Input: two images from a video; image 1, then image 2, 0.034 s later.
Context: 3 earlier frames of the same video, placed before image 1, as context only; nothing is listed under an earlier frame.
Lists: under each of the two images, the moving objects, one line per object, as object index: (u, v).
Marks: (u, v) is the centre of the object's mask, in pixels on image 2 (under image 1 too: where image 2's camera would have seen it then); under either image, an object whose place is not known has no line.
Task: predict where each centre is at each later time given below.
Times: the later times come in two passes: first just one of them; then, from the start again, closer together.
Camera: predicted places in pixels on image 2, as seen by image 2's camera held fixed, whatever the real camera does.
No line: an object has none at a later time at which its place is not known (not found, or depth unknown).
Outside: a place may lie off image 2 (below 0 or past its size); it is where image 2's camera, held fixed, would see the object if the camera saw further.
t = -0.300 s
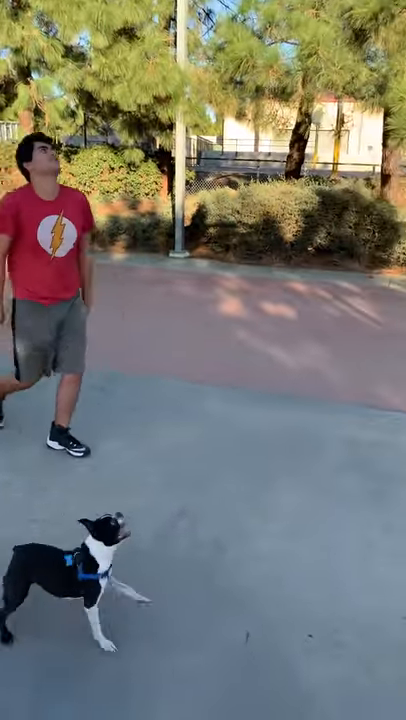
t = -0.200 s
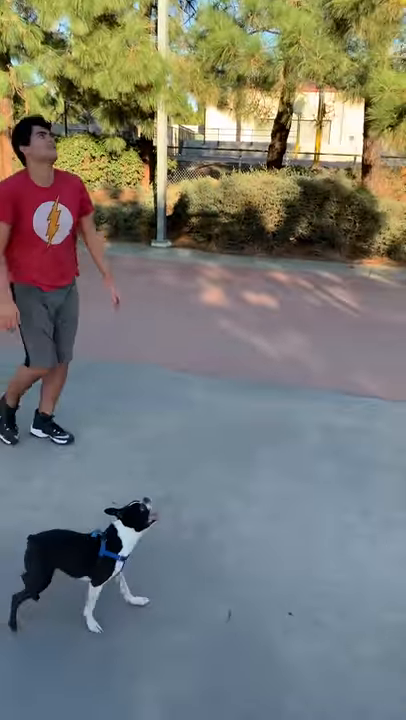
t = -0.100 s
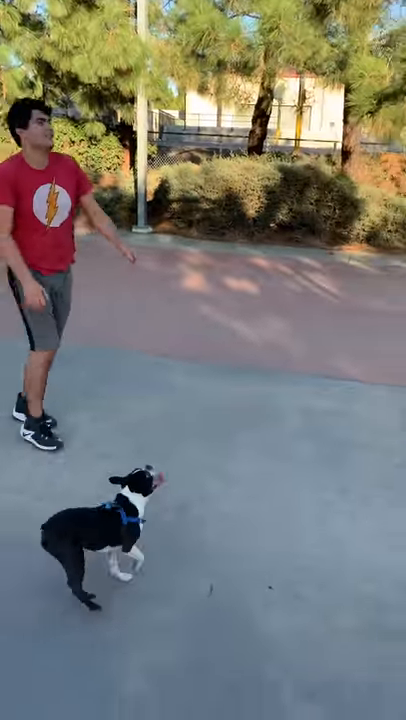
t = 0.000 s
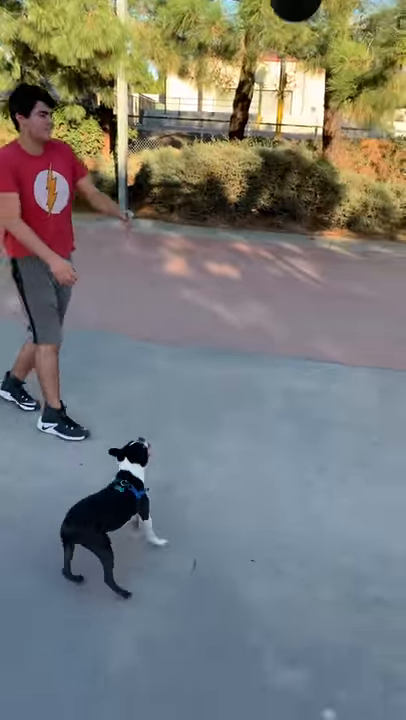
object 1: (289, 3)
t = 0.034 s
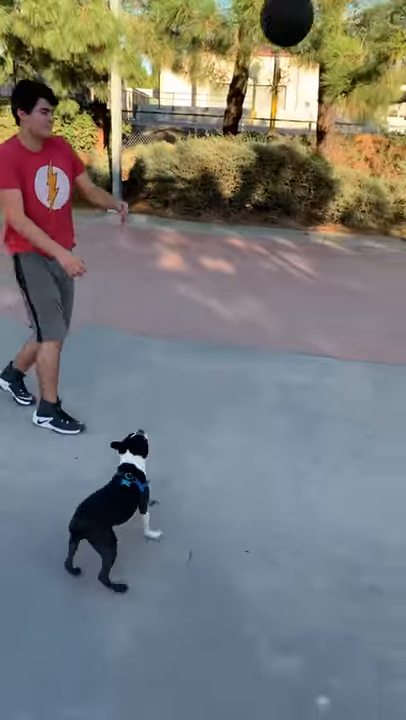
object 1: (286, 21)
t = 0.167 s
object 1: (274, 148)
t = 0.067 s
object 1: (283, 48)
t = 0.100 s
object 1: (280, 80)
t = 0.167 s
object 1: (274, 148)
